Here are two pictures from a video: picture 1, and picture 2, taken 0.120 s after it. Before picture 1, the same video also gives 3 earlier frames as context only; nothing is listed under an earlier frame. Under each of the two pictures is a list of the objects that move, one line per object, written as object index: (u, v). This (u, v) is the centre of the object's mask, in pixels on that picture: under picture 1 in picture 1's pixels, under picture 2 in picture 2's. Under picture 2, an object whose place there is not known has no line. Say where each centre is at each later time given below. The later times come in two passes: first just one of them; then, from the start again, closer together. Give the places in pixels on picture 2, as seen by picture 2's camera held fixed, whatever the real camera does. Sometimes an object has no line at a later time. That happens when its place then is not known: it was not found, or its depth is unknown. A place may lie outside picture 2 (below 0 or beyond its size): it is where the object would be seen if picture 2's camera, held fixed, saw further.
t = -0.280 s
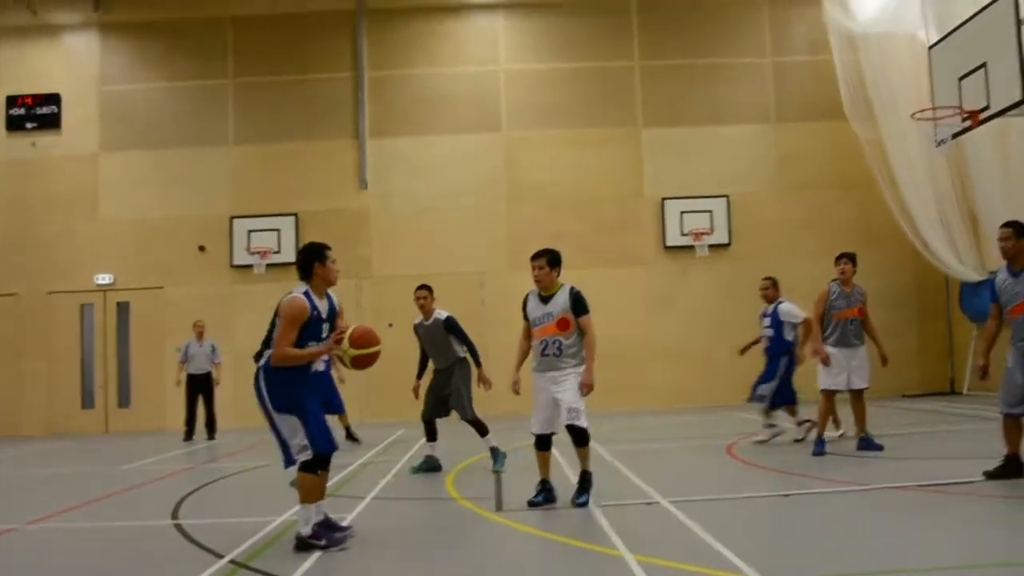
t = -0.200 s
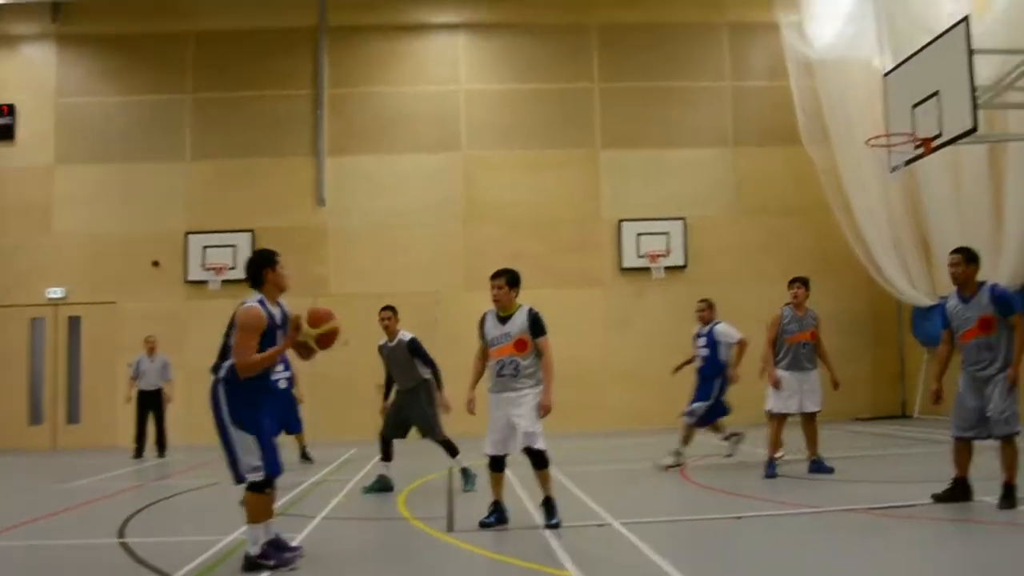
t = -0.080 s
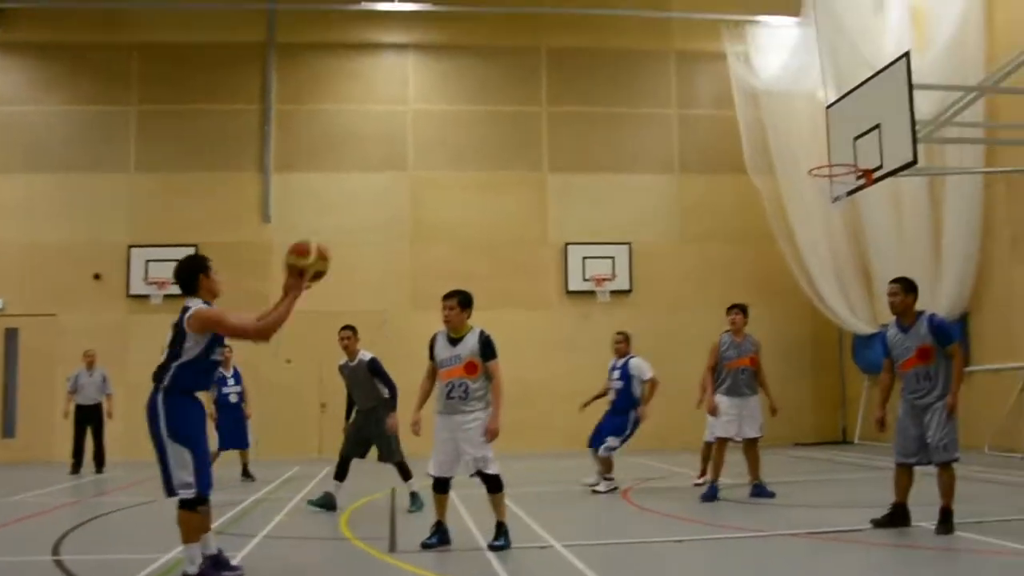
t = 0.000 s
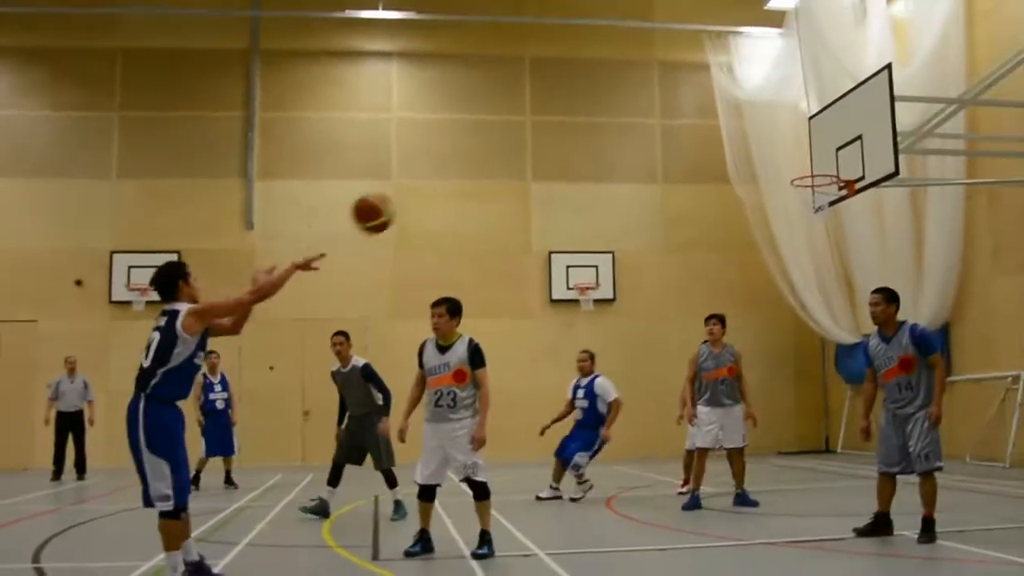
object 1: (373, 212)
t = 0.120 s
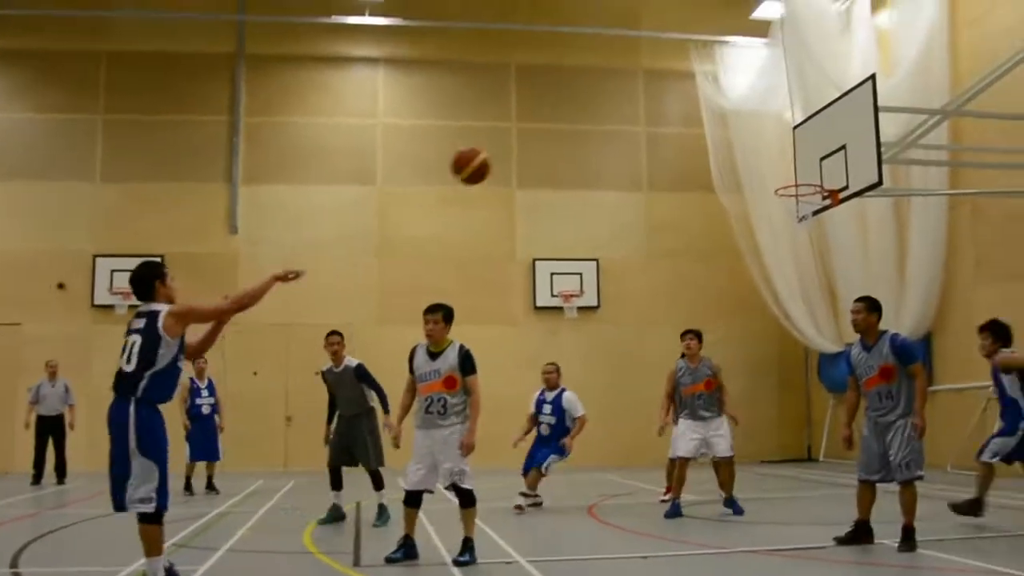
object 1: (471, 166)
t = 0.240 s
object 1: (566, 139)
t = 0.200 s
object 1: (536, 145)
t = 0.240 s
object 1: (566, 139)
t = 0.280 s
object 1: (596, 136)
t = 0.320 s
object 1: (624, 135)
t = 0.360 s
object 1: (650, 136)
